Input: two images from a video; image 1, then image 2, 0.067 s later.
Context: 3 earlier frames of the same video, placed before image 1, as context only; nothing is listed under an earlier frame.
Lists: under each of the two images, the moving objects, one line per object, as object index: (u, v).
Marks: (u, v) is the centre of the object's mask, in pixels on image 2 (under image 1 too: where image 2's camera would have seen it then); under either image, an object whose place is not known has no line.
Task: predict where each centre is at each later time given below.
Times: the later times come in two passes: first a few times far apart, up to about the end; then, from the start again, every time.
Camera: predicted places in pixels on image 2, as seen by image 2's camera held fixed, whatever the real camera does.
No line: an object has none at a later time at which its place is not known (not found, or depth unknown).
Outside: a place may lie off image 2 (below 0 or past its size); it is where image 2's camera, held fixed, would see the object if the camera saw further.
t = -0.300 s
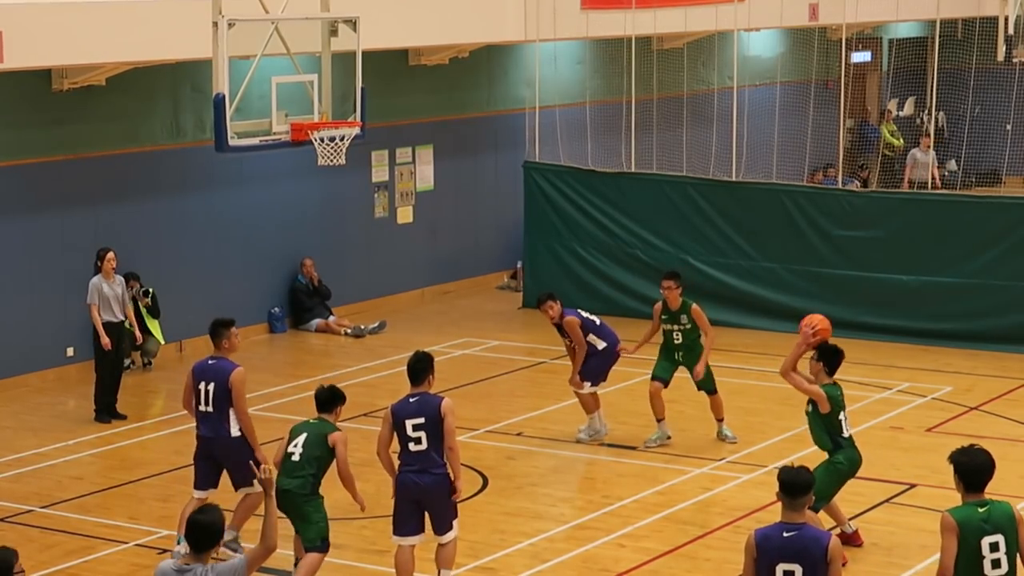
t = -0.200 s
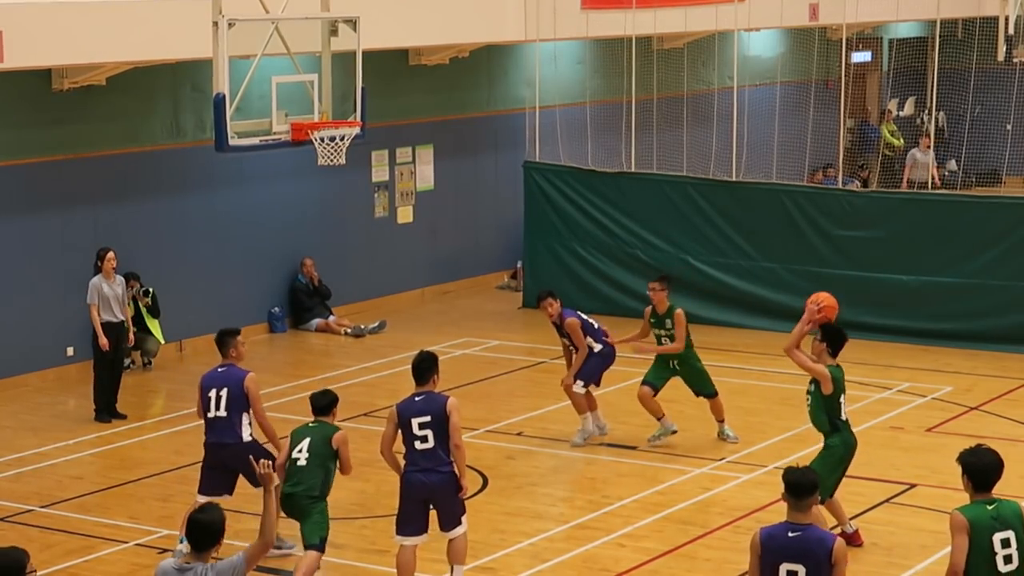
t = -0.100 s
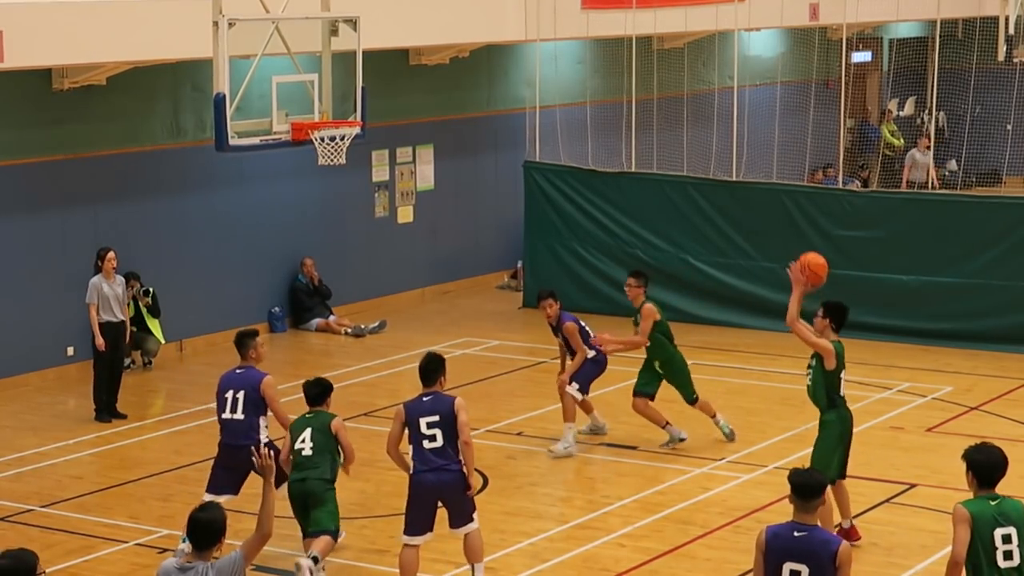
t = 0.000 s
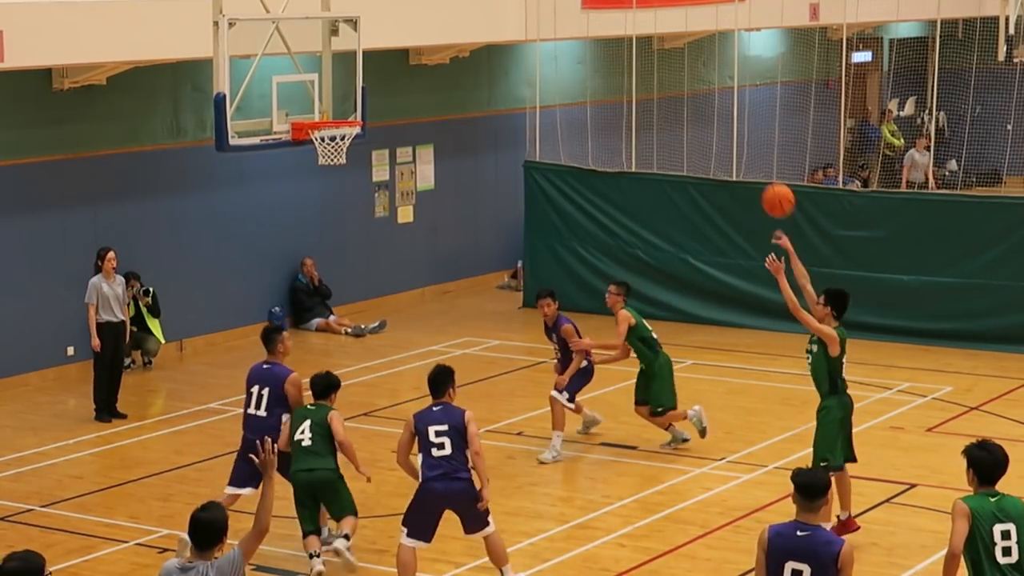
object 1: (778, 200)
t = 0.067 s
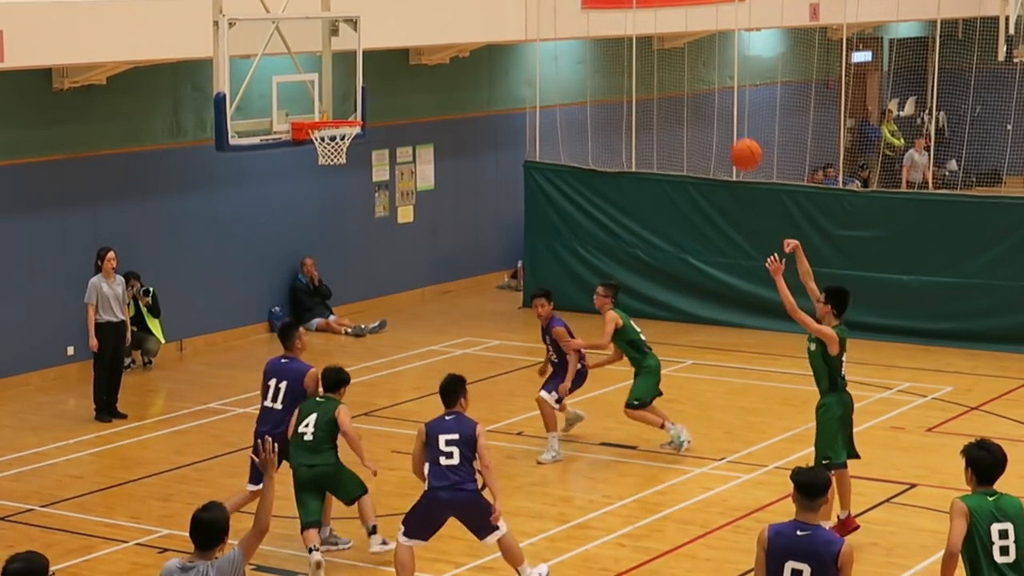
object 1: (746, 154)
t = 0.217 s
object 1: (674, 75)
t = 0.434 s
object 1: (578, 15)
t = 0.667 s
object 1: (480, 17)
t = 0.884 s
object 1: (396, 77)
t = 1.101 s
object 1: (395, 82)
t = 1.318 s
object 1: (441, 77)
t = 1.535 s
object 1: (486, 124)
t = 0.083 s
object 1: (738, 144)
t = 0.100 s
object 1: (730, 134)
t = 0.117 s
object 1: (721, 124)
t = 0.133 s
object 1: (714, 115)
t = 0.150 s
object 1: (706, 106)
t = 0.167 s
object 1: (698, 98)
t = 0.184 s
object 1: (690, 90)
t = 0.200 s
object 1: (682, 82)
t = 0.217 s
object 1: (674, 75)
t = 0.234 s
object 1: (667, 68)
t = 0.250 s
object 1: (660, 61)
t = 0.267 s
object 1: (652, 55)
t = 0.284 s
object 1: (645, 50)
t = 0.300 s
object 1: (637, 45)
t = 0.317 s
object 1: (629, 40)
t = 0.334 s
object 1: (622, 36)
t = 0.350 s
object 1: (614, 31)
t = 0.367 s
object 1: (607, 28)
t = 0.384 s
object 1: (599, 25)
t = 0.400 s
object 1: (592, 21)
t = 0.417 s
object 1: (585, 18)
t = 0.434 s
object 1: (578, 15)
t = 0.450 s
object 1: (570, 14)
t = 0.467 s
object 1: (563, 13)
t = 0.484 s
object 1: (556, 12)
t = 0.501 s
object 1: (549, 11)
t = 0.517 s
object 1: (542, 11)
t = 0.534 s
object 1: (535, 11)
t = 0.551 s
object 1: (528, 11)
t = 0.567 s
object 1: (520, 11)
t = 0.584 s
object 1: (514, 11)
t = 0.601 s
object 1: (507, 12)
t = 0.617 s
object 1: (500, 13)
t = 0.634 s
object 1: (493, 14)
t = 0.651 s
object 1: (486, 15)
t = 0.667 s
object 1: (480, 17)
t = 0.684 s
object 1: (473, 20)
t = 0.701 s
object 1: (466, 23)
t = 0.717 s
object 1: (460, 27)
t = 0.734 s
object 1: (453, 31)
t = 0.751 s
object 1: (446, 35)
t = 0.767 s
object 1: (440, 39)
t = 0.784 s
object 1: (433, 43)
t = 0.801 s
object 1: (426, 48)
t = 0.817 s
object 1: (420, 54)
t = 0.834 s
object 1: (414, 59)
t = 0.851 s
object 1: (408, 65)
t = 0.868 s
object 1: (402, 71)
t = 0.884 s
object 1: (396, 77)
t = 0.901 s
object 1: (390, 84)
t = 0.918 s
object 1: (384, 91)
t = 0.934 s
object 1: (378, 98)
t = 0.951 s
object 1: (372, 106)
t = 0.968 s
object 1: (368, 111)
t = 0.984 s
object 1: (371, 108)
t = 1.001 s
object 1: (375, 103)
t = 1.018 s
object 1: (378, 99)
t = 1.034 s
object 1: (381, 95)
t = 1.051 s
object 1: (385, 91)
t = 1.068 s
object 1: (388, 88)
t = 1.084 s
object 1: (392, 85)
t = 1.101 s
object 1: (395, 82)
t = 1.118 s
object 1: (399, 80)
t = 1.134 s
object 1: (402, 78)
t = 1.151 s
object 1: (406, 77)
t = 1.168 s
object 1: (409, 75)
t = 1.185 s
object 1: (413, 74)
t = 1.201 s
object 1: (416, 73)
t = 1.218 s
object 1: (420, 73)
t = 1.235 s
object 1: (423, 72)
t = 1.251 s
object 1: (427, 72)
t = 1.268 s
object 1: (430, 73)
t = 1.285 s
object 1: (434, 74)
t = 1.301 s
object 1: (437, 75)
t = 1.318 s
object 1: (441, 77)
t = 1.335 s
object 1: (444, 79)
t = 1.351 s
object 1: (448, 81)
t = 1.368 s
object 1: (451, 83)
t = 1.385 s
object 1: (455, 86)
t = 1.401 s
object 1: (458, 89)
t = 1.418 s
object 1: (461, 92)
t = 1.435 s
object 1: (465, 96)
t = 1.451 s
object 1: (468, 100)
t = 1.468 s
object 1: (472, 104)
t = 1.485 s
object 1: (475, 109)
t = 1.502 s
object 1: (478, 114)
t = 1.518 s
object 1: (482, 119)
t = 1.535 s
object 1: (486, 124)
